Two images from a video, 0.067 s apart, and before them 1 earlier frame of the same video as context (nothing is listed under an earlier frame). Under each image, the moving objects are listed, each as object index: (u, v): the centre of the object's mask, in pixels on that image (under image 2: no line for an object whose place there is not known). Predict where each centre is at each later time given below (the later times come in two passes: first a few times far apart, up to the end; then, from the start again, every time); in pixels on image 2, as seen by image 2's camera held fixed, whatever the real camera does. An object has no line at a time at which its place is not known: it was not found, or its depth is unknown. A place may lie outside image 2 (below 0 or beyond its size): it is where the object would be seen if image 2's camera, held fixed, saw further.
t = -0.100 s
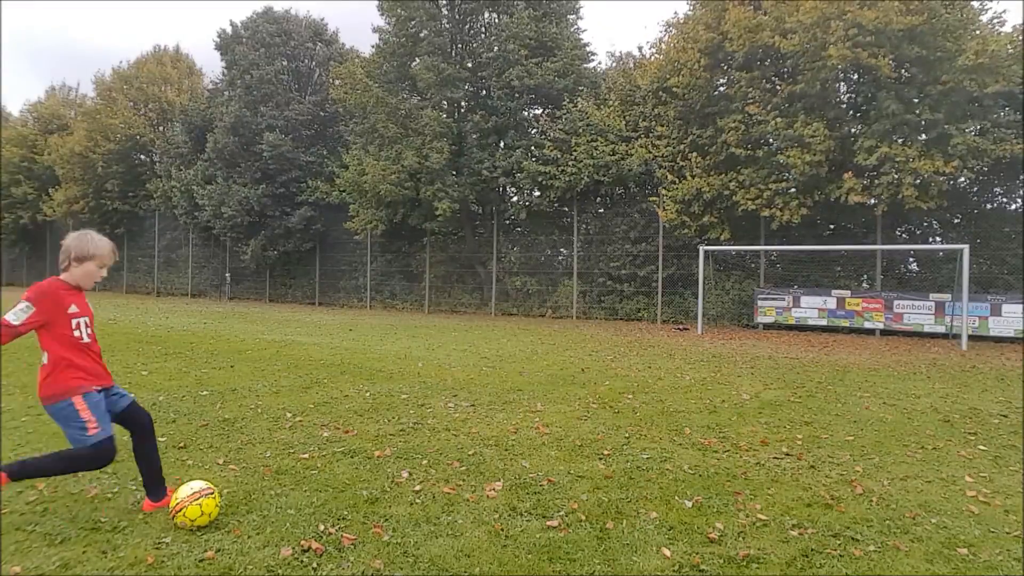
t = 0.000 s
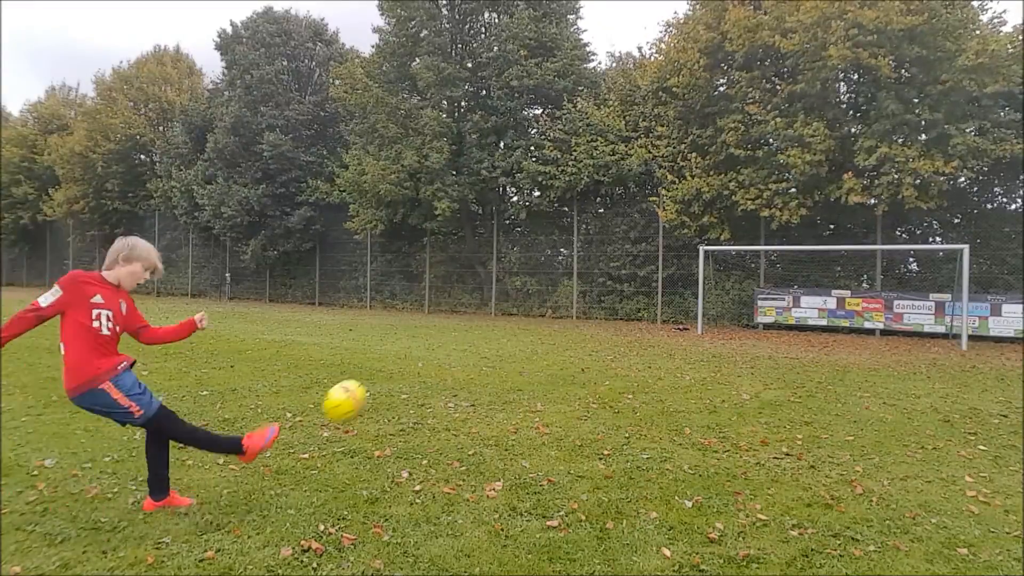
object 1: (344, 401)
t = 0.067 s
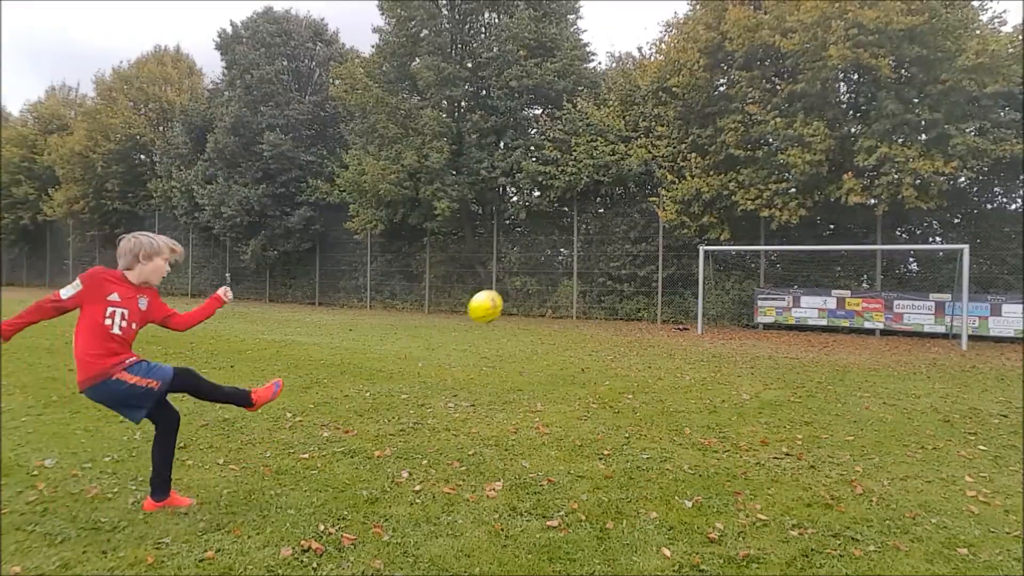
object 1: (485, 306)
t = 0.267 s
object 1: (677, 191)
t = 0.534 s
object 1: (766, 162)
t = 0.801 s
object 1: (801, 175)
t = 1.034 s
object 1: (814, 202)
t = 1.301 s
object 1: (823, 227)
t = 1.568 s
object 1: (831, 278)
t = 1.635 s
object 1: (833, 294)
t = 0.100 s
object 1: (534, 275)
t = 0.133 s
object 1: (575, 250)
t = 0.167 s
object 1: (607, 230)
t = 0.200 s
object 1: (635, 214)
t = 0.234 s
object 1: (657, 201)
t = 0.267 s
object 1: (677, 191)
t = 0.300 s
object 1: (694, 182)
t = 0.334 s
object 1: (709, 176)
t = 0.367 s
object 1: (722, 171)
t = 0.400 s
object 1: (733, 167)
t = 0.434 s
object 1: (743, 165)
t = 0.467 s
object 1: (752, 163)
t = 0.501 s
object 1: (759, 162)
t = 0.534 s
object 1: (766, 162)
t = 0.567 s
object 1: (772, 161)
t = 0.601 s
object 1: (778, 162)
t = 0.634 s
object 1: (783, 163)
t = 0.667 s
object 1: (787, 165)
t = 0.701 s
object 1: (792, 167)
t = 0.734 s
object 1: (795, 169)
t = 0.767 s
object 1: (798, 172)
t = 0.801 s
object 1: (801, 175)
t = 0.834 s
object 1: (804, 178)
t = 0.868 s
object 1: (806, 182)
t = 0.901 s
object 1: (808, 185)
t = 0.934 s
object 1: (809, 189)
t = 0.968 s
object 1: (811, 193)
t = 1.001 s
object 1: (812, 198)
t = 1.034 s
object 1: (814, 202)
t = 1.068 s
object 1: (815, 206)
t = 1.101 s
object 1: (816, 209)
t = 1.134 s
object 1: (817, 211)
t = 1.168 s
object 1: (818, 214)
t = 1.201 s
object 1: (819, 216)
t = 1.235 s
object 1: (821, 219)
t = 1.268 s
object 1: (822, 223)
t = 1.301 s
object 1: (823, 227)
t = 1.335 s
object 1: (824, 232)
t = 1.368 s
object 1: (825, 237)
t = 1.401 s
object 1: (826, 242)
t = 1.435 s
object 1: (827, 248)
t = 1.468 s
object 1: (828, 255)
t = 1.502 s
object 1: (829, 262)
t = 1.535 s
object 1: (830, 270)
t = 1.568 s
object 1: (831, 278)
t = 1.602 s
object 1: (832, 286)
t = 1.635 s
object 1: (833, 294)
